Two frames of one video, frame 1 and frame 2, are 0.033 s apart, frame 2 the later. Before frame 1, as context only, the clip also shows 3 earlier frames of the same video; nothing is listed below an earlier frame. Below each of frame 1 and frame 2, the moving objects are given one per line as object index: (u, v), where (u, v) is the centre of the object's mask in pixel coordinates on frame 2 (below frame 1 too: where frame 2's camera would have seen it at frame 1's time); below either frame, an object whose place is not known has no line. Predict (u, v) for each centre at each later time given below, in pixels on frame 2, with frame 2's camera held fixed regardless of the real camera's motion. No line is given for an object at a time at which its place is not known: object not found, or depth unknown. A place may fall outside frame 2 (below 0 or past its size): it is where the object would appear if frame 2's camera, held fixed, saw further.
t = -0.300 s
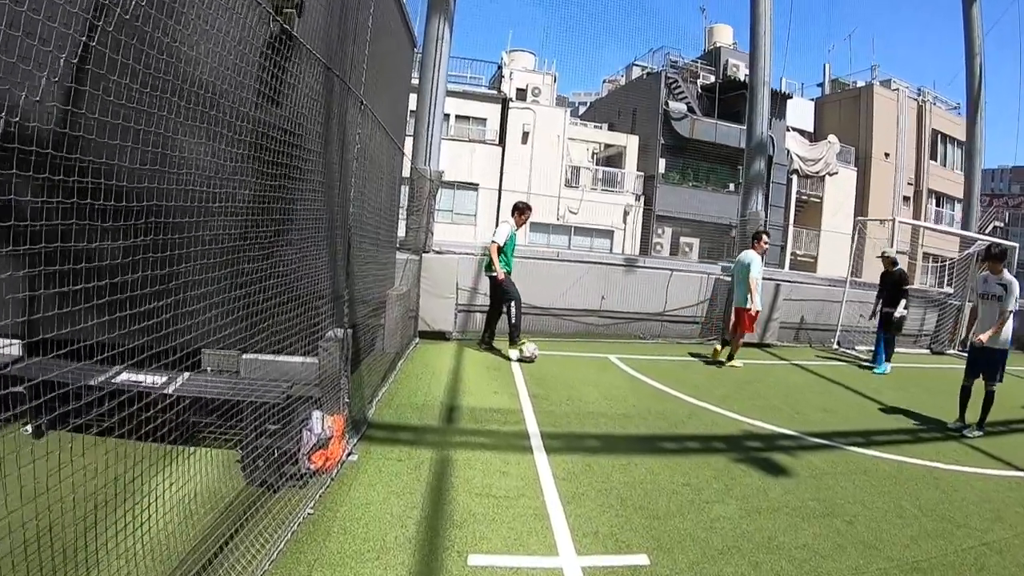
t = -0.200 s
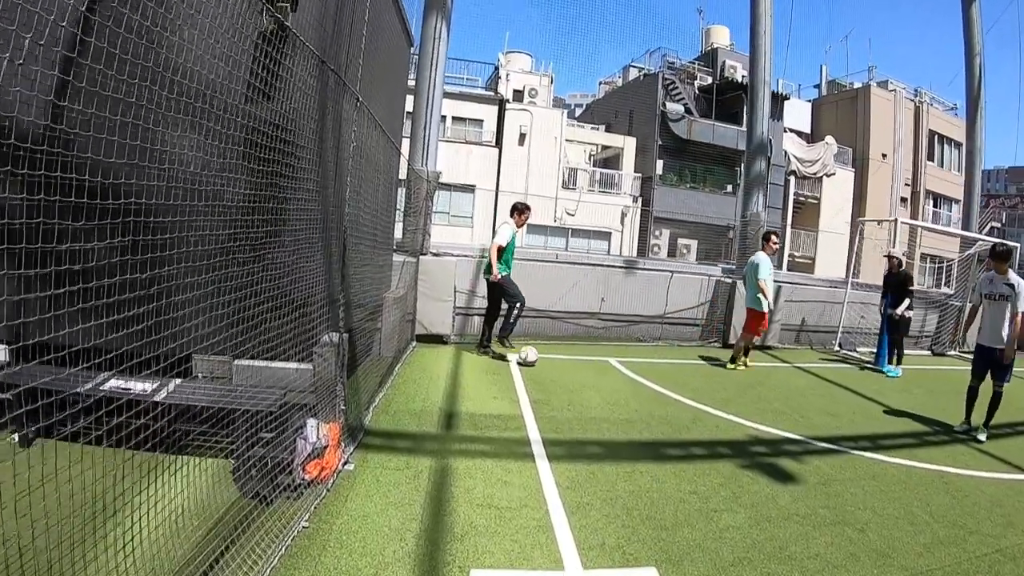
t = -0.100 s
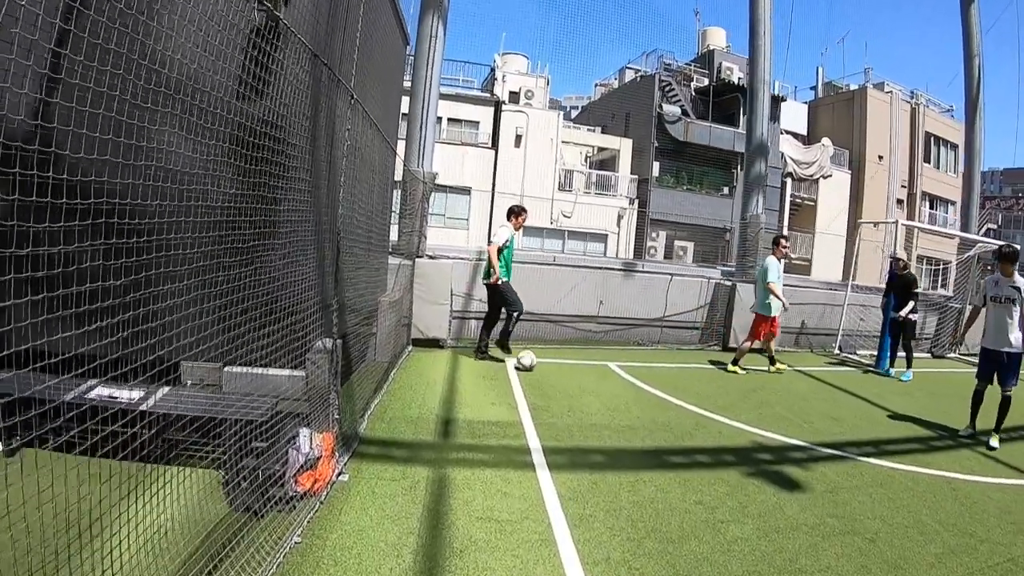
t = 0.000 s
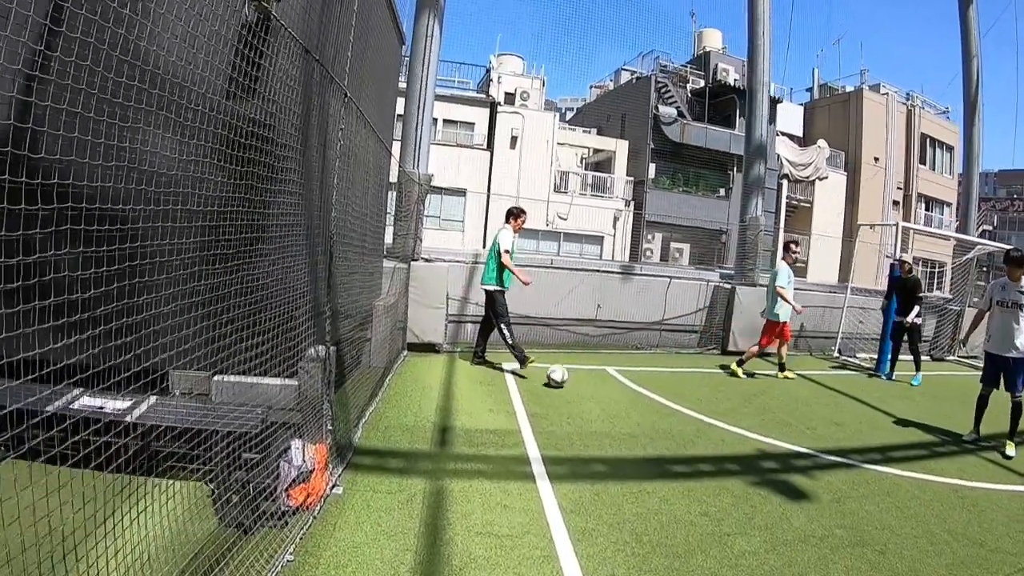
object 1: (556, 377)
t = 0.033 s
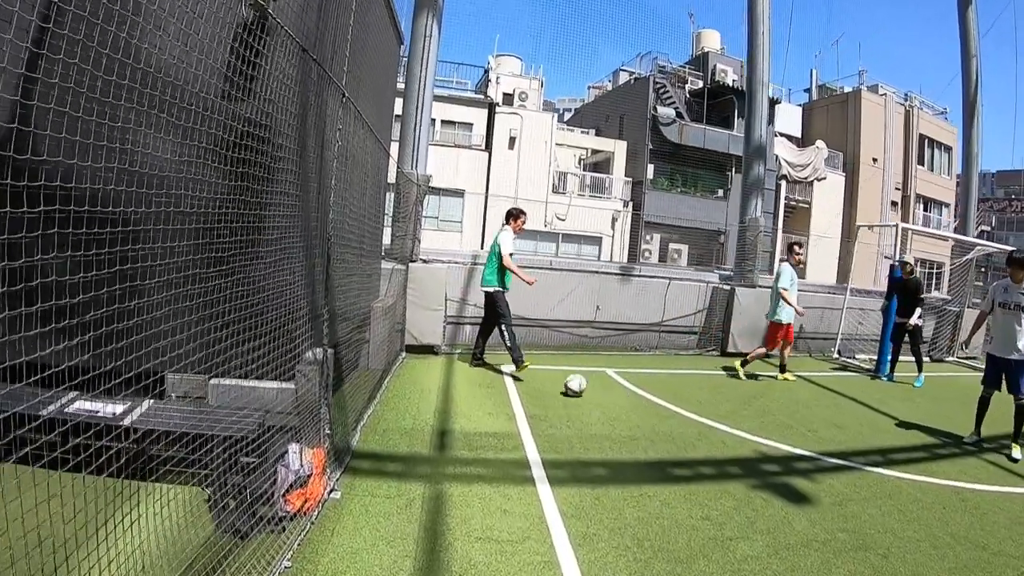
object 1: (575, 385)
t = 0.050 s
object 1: (585, 388)
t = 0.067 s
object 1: (594, 391)
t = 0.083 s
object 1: (604, 394)
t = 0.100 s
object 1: (614, 398)
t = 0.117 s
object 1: (624, 402)
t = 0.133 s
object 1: (634, 405)
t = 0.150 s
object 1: (644, 408)
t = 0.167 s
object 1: (654, 412)
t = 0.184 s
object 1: (664, 416)
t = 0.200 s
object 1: (675, 420)
